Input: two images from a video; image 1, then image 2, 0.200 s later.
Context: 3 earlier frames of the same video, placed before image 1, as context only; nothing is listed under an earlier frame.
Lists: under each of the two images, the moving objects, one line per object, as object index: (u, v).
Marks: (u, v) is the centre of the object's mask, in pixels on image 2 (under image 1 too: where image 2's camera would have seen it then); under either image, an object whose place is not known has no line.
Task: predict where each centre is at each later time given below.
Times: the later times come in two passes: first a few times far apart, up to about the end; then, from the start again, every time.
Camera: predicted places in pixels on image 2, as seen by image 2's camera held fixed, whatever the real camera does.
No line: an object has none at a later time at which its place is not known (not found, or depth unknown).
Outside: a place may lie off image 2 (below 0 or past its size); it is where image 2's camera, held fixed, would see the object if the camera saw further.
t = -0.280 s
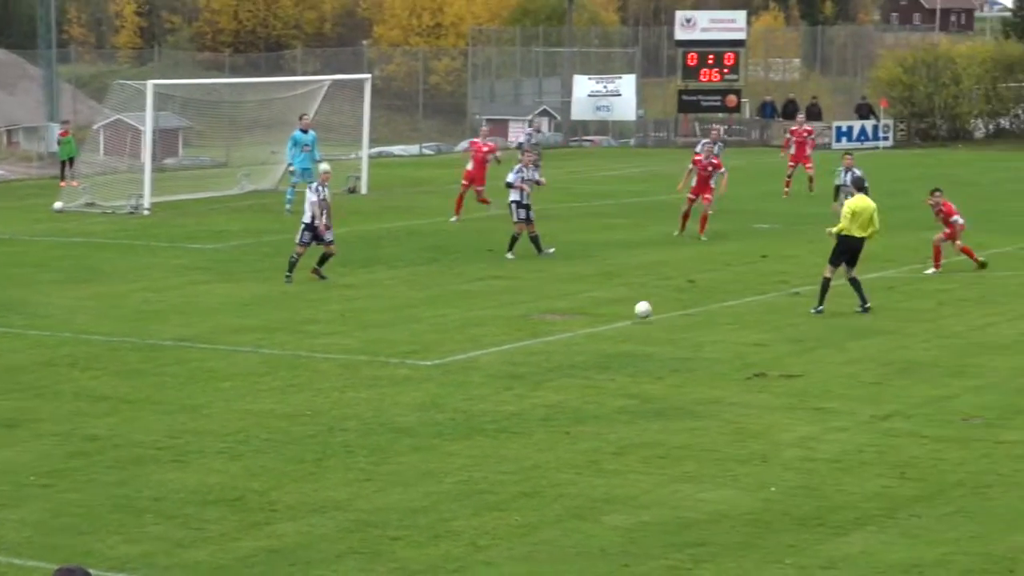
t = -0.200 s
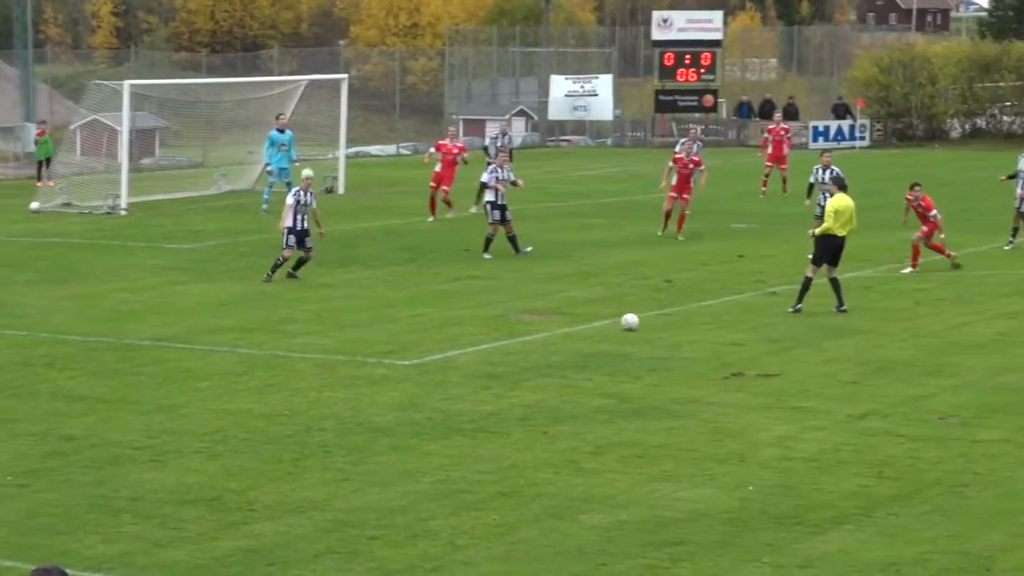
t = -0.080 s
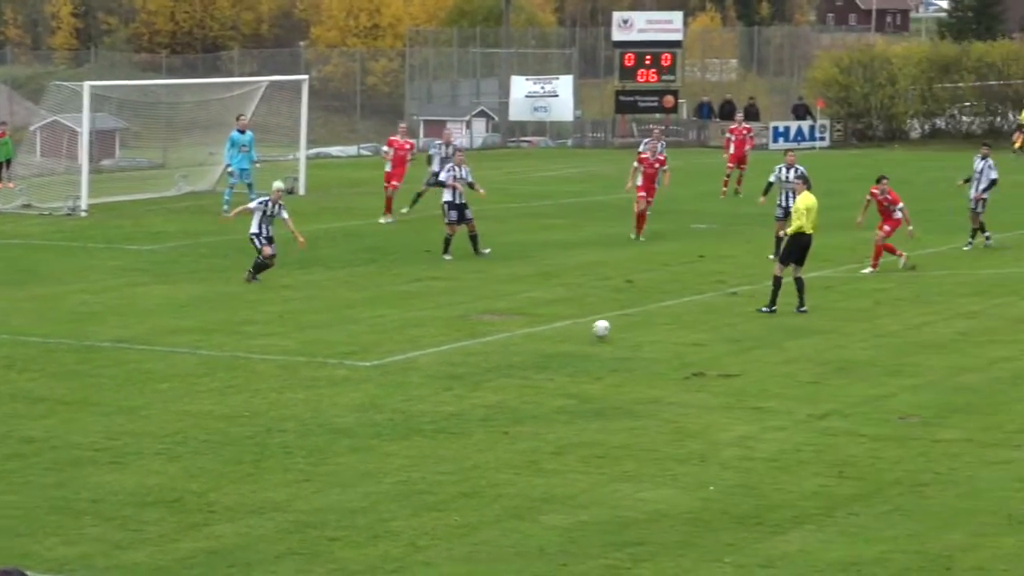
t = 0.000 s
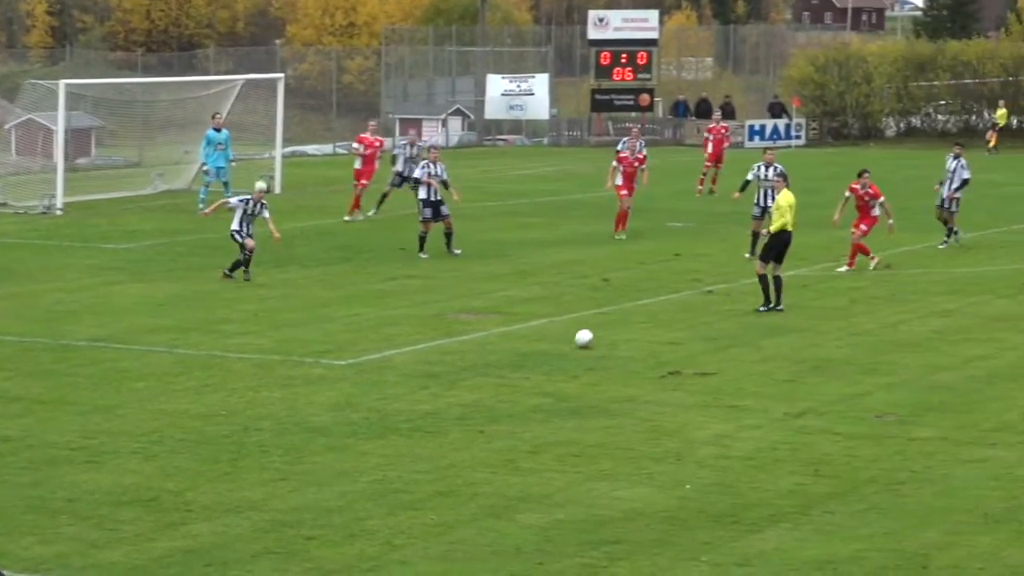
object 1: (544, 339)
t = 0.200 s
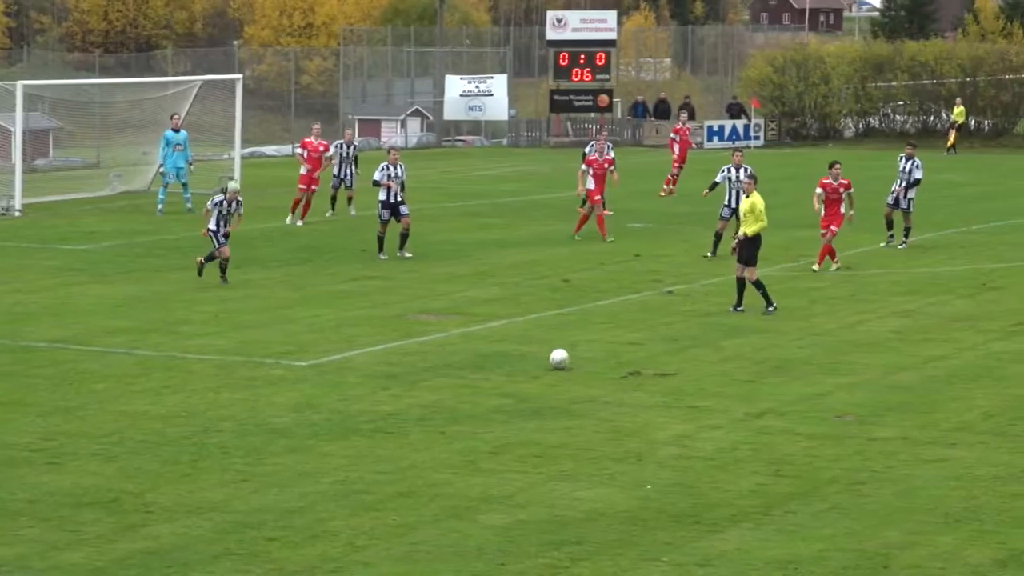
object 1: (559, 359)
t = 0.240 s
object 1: (561, 365)
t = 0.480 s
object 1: (573, 385)
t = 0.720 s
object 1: (581, 402)
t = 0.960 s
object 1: (589, 421)
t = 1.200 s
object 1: (595, 443)
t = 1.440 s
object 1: (599, 461)
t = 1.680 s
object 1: (601, 480)
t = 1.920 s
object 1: (601, 499)
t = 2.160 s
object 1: (603, 520)
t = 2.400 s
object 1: (603, 540)
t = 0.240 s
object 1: (561, 365)
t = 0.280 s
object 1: (563, 367)
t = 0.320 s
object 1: (566, 369)
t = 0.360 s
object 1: (568, 372)
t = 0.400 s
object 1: (569, 377)
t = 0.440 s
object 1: (571, 383)
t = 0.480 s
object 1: (573, 385)
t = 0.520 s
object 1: (574, 387)
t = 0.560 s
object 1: (575, 391)
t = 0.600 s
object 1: (577, 395)
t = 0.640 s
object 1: (578, 397)
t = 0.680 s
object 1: (580, 399)
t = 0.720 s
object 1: (581, 402)
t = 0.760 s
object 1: (582, 406)
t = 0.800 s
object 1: (583, 410)
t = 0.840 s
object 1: (585, 412)
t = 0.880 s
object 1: (587, 413)
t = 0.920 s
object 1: (587, 416)
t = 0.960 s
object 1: (589, 421)
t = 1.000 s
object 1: (591, 426)
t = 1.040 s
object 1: (592, 428)
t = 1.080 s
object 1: (593, 431)
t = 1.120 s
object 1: (594, 434)
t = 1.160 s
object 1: (595, 439)
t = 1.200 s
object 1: (595, 443)
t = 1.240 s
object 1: (596, 446)
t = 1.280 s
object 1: (597, 448)
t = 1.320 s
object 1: (598, 453)
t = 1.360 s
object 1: (598, 456)
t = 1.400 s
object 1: (599, 458)
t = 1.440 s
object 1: (599, 461)
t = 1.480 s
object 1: (599, 464)
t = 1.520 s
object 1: (599, 469)
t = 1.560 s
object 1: (599, 471)
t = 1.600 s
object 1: (600, 474)
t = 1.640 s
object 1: (601, 477)
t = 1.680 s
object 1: (601, 480)
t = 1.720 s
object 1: (601, 483)
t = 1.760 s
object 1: (601, 486)
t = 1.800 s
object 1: (602, 490)
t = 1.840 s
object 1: (601, 493)
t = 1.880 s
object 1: (601, 496)
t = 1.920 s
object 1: (601, 499)
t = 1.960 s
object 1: (602, 504)
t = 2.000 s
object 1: (602, 507)
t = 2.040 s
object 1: (602, 510)
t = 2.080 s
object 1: (602, 513)
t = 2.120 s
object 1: (603, 517)
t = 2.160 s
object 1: (603, 520)
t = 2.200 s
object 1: (603, 524)
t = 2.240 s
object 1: (603, 528)
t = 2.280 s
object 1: (603, 531)
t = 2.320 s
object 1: (603, 535)
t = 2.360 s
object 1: (603, 539)
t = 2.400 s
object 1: (603, 540)
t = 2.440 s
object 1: (603, 544)
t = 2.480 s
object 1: (604, 548)
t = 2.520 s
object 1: (604, 553)
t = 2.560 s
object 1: (604, 555)
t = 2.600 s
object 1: (605, 558)
